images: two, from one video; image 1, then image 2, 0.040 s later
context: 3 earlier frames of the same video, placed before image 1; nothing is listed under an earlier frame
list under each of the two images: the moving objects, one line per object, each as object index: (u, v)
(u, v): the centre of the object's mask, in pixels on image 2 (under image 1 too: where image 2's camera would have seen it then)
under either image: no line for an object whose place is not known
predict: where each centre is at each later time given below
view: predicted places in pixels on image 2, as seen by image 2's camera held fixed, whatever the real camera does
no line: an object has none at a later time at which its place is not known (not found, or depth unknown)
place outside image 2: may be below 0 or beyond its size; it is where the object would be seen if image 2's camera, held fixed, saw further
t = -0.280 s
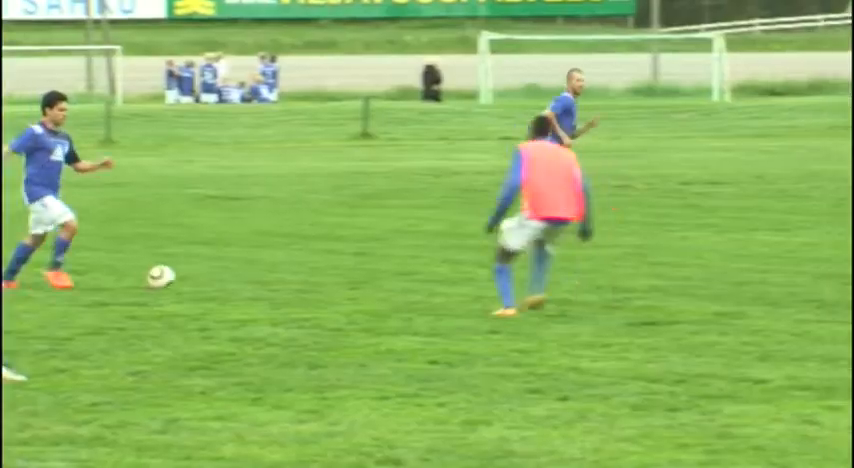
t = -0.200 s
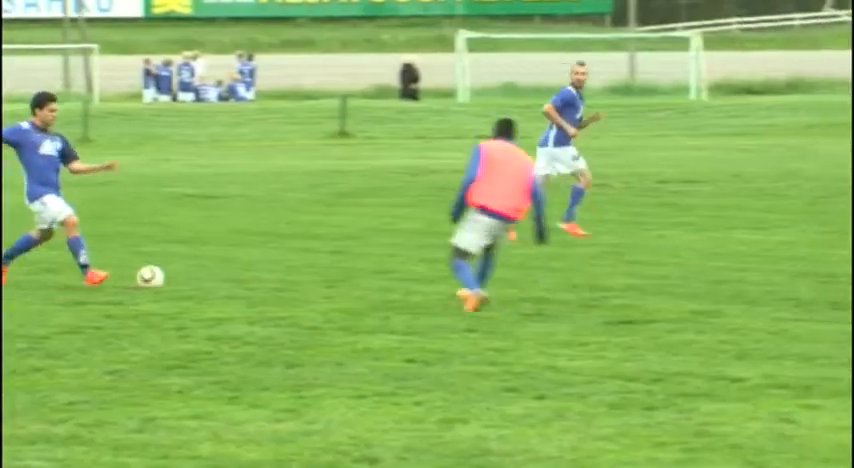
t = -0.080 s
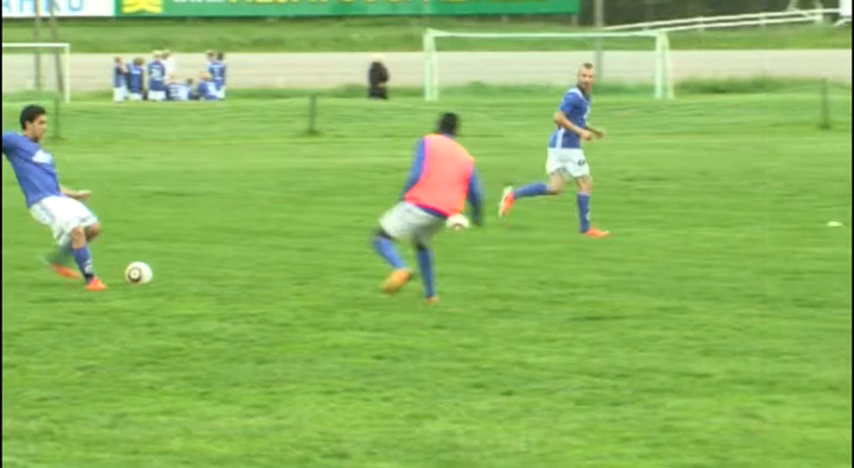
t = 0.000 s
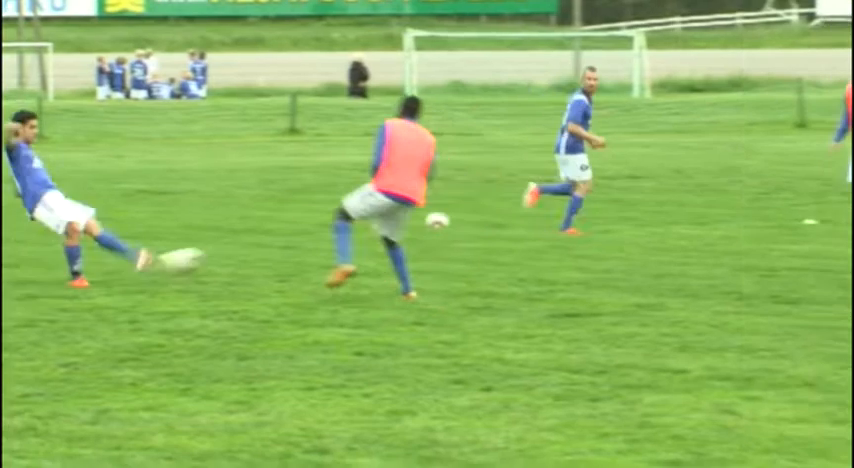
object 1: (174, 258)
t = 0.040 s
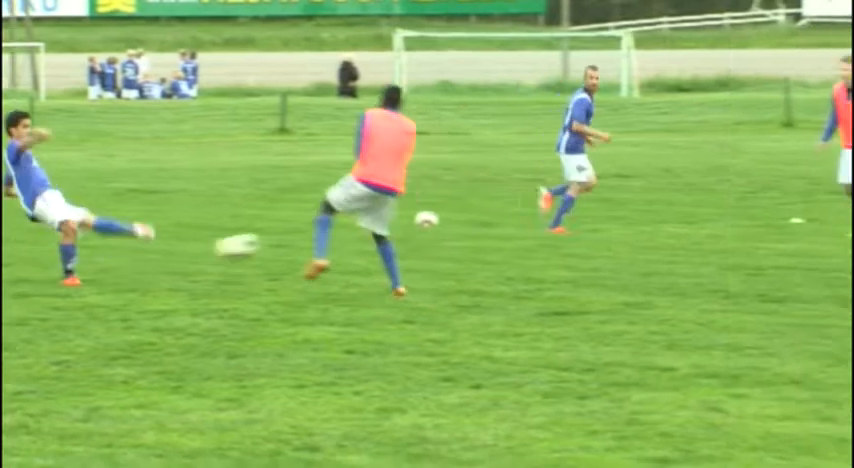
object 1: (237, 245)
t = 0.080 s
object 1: (291, 235)
